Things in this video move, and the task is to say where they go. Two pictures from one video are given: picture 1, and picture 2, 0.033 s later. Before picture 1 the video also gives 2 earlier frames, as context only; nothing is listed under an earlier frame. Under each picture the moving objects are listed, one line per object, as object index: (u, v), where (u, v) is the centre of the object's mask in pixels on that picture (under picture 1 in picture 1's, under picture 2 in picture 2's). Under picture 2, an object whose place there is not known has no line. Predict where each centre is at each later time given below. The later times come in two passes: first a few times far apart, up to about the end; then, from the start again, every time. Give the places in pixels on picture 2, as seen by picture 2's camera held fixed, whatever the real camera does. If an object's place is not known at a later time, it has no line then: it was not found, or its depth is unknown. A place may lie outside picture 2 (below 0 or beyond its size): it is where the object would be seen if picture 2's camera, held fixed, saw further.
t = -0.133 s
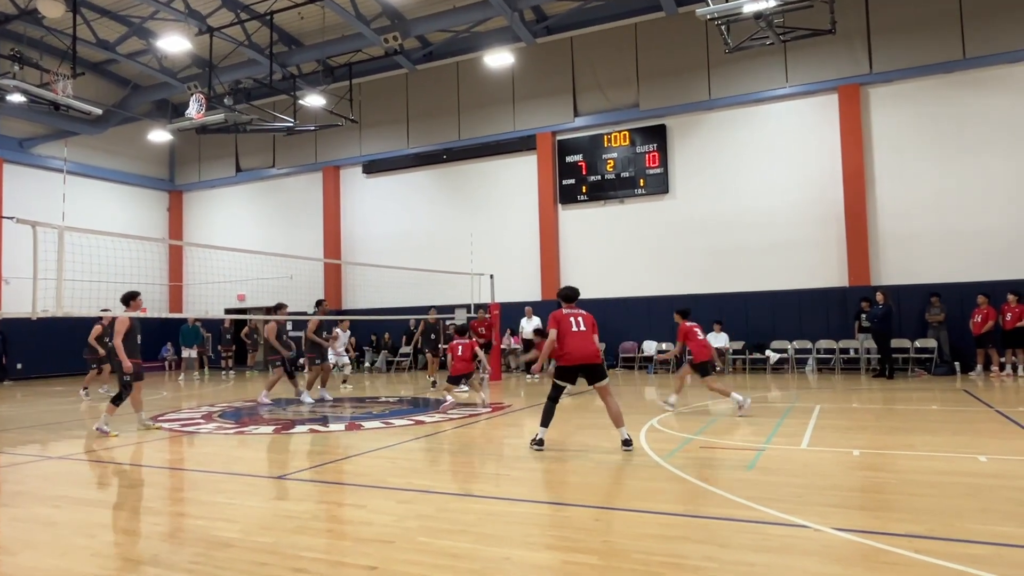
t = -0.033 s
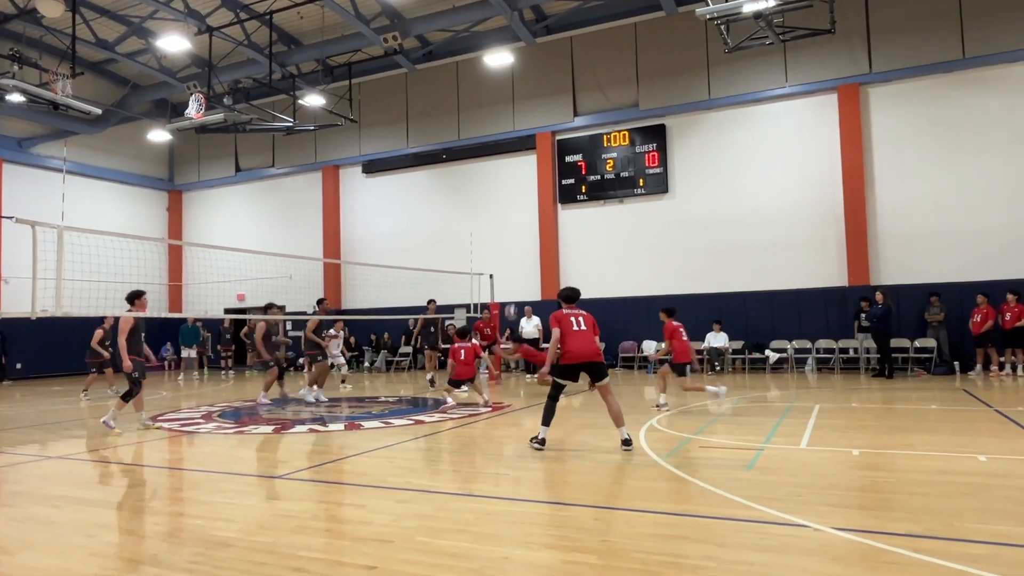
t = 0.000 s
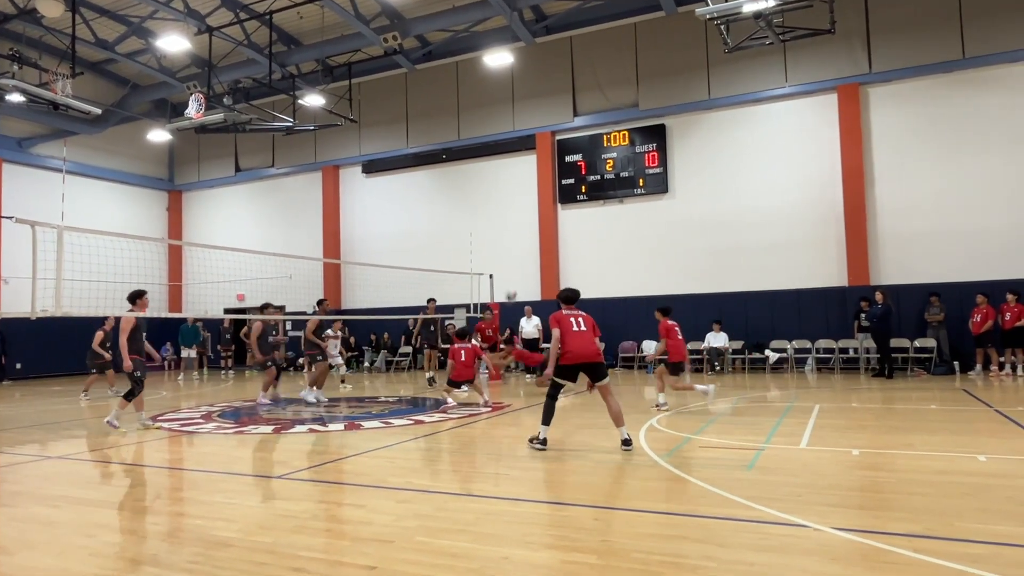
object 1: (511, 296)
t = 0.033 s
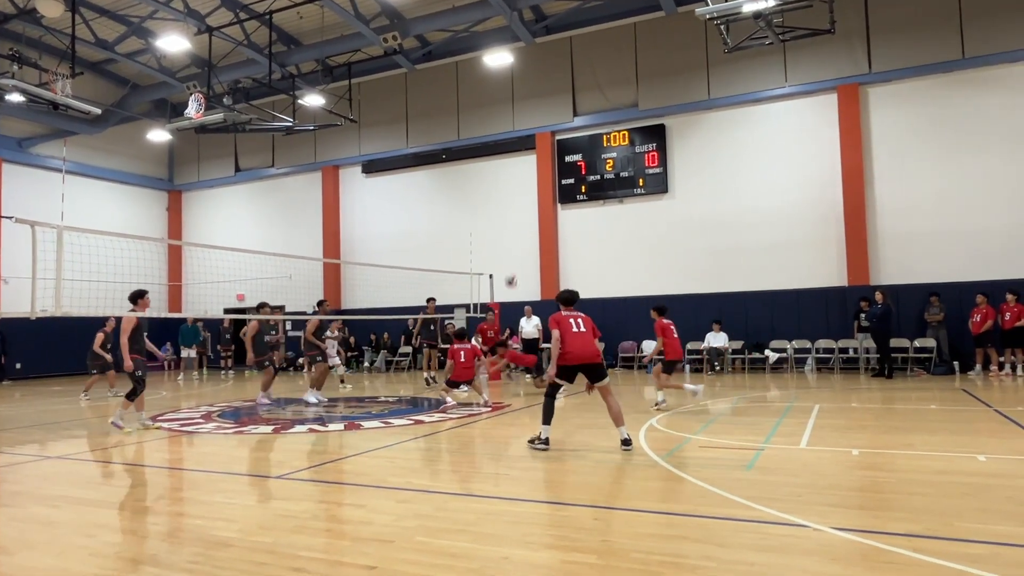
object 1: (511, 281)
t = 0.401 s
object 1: (520, 137)
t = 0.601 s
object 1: (531, 82)
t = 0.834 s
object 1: (547, 46)
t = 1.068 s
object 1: (569, 52)
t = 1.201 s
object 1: (585, 80)
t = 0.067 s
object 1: (511, 265)
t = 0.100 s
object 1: (512, 251)
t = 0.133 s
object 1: (513, 237)
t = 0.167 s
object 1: (513, 223)
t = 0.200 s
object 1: (513, 209)
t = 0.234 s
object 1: (515, 196)
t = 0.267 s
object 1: (516, 183)
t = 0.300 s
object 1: (517, 171)
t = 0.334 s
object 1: (518, 157)
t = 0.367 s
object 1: (519, 146)
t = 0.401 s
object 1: (520, 137)
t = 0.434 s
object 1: (522, 126)
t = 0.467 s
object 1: (524, 116)
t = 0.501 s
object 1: (524, 105)
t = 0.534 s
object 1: (527, 96)
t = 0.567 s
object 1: (528, 89)
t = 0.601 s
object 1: (531, 82)
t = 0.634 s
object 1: (533, 74)
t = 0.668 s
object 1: (535, 68)
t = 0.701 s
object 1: (537, 62)
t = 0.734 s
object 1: (539, 57)
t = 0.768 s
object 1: (542, 53)
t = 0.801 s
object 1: (544, 49)
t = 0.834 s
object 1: (547, 46)
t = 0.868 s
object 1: (550, 44)
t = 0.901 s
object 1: (553, 43)
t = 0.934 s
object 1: (556, 43)
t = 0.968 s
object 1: (559, 43)
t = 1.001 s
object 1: (562, 45)
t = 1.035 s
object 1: (566, 48)
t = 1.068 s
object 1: (569, 52)
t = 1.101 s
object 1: (573, 57)
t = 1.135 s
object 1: (577, 64)
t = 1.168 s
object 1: (582, 71)
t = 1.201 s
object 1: (585, 80)
